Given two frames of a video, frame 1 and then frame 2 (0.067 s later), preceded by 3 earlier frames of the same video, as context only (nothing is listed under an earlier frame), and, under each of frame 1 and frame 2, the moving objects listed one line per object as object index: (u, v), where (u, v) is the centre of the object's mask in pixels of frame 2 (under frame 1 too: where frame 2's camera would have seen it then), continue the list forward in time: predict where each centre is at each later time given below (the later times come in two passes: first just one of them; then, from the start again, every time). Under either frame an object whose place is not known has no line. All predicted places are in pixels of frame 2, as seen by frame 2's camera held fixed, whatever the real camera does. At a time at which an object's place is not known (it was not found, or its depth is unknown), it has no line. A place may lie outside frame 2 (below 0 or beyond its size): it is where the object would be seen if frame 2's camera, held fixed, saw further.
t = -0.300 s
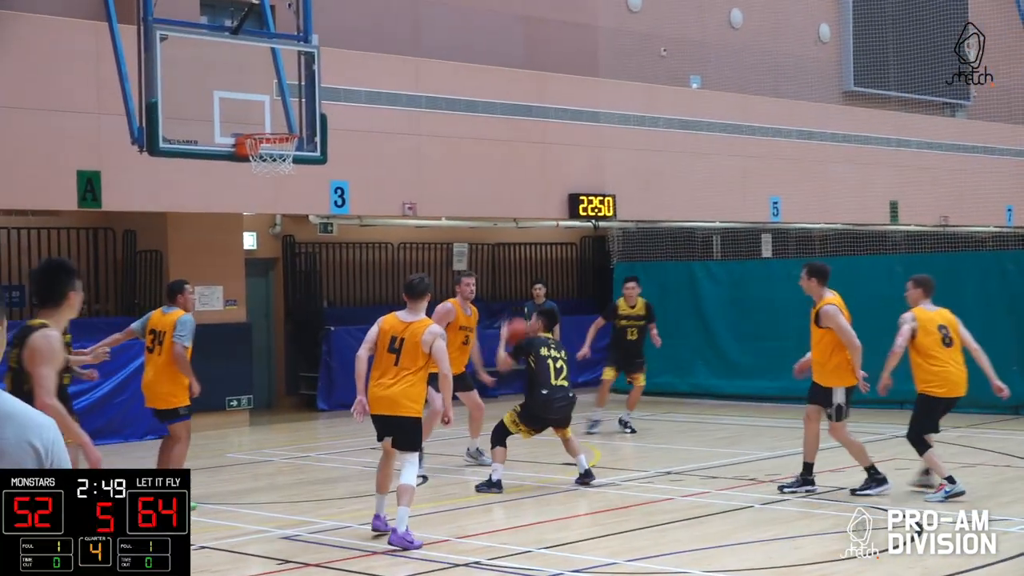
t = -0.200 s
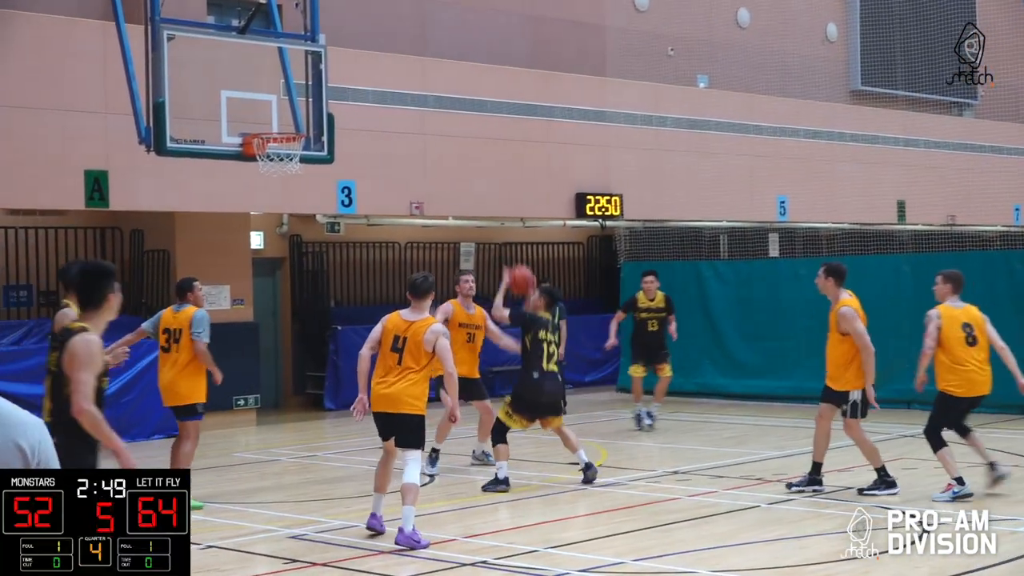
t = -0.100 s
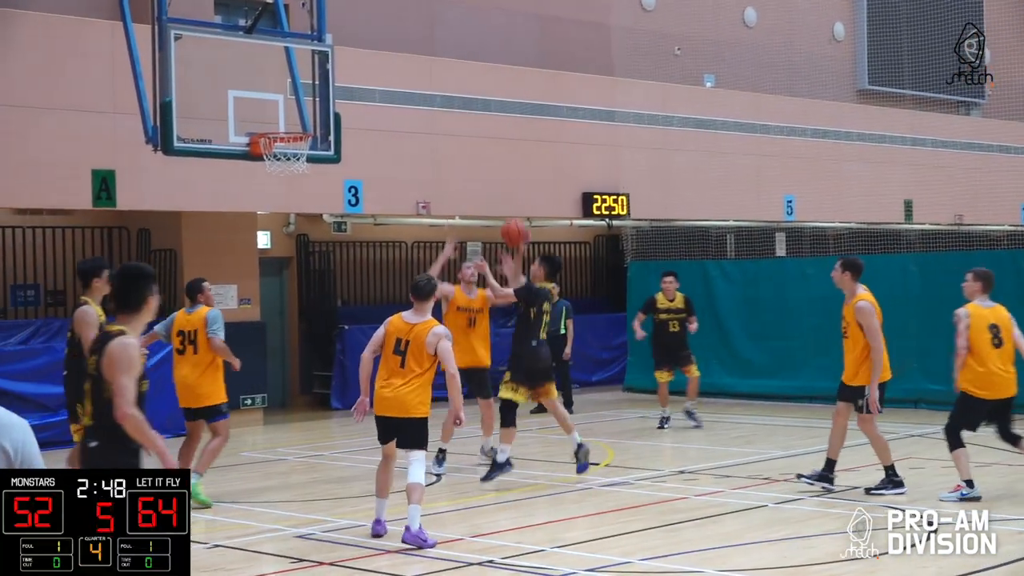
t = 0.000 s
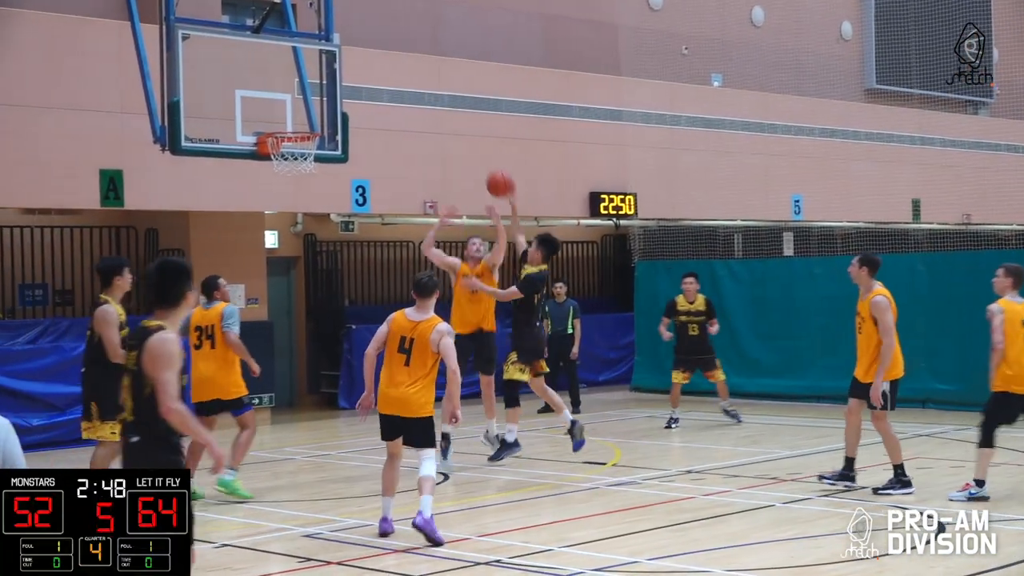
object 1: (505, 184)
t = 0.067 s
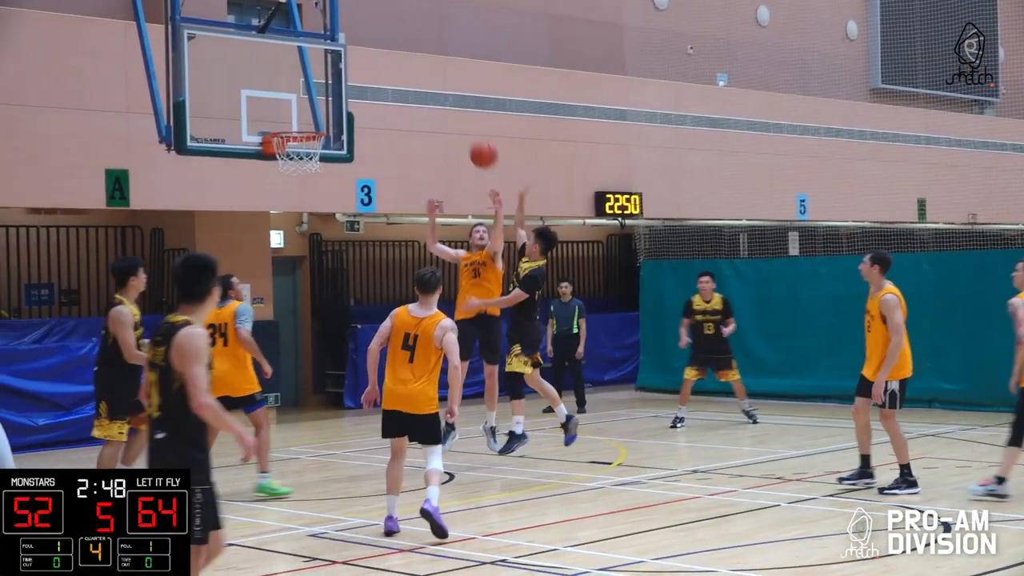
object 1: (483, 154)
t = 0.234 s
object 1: (430, 105)
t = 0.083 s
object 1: (478, 148)
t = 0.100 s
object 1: (473, 142)
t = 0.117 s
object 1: (467, 136)
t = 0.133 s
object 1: (462, 131)
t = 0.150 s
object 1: (457, 127)
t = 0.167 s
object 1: (451, 121)
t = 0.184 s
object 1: (446, 117)
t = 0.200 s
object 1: (441, 112)
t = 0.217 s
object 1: (436, 109)
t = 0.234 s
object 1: (430, 105)
